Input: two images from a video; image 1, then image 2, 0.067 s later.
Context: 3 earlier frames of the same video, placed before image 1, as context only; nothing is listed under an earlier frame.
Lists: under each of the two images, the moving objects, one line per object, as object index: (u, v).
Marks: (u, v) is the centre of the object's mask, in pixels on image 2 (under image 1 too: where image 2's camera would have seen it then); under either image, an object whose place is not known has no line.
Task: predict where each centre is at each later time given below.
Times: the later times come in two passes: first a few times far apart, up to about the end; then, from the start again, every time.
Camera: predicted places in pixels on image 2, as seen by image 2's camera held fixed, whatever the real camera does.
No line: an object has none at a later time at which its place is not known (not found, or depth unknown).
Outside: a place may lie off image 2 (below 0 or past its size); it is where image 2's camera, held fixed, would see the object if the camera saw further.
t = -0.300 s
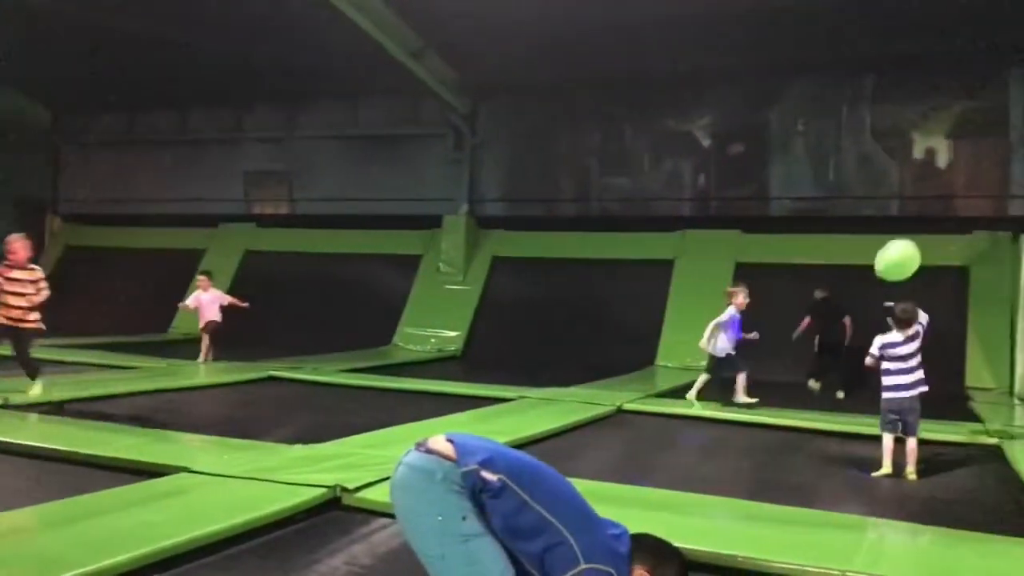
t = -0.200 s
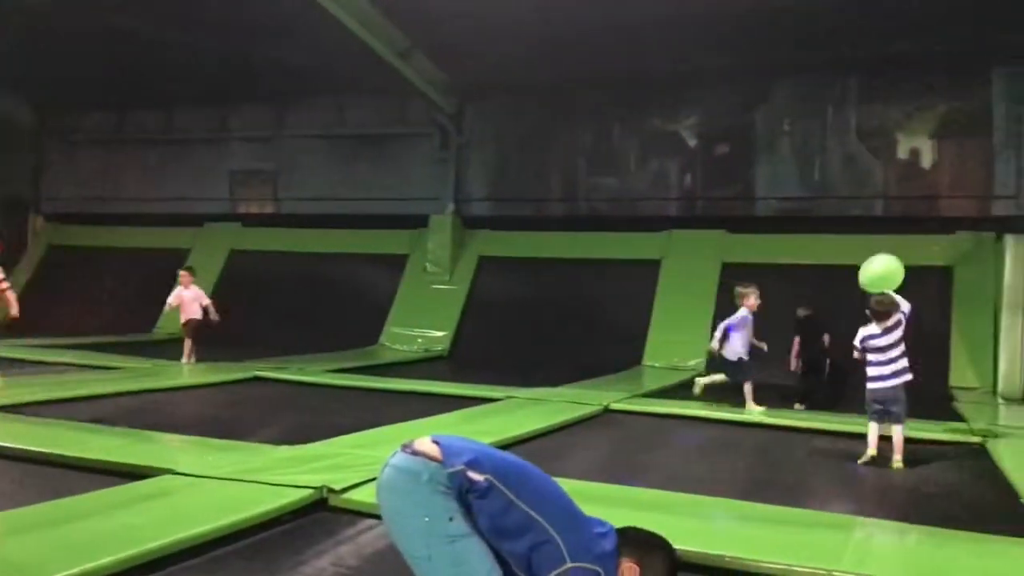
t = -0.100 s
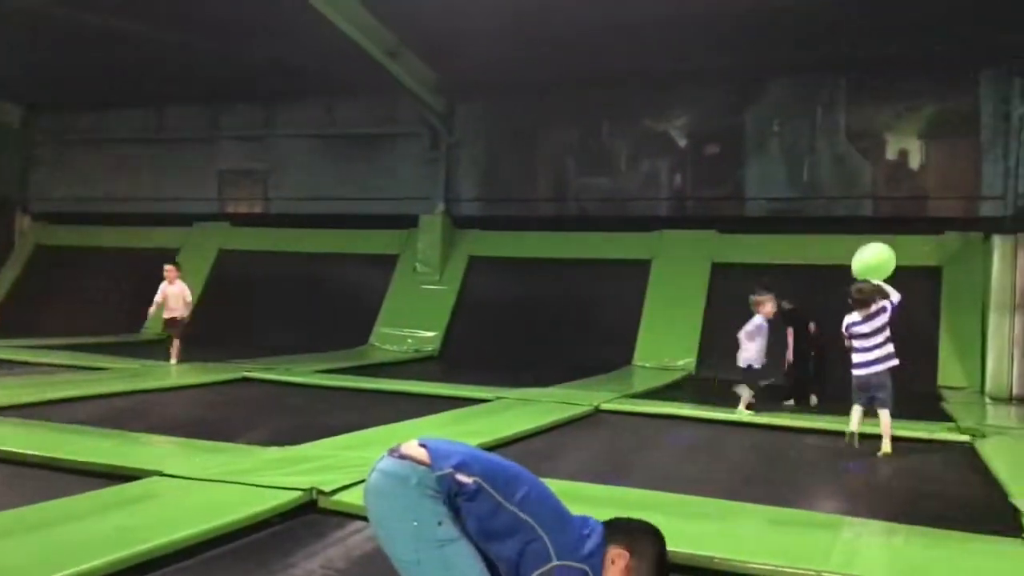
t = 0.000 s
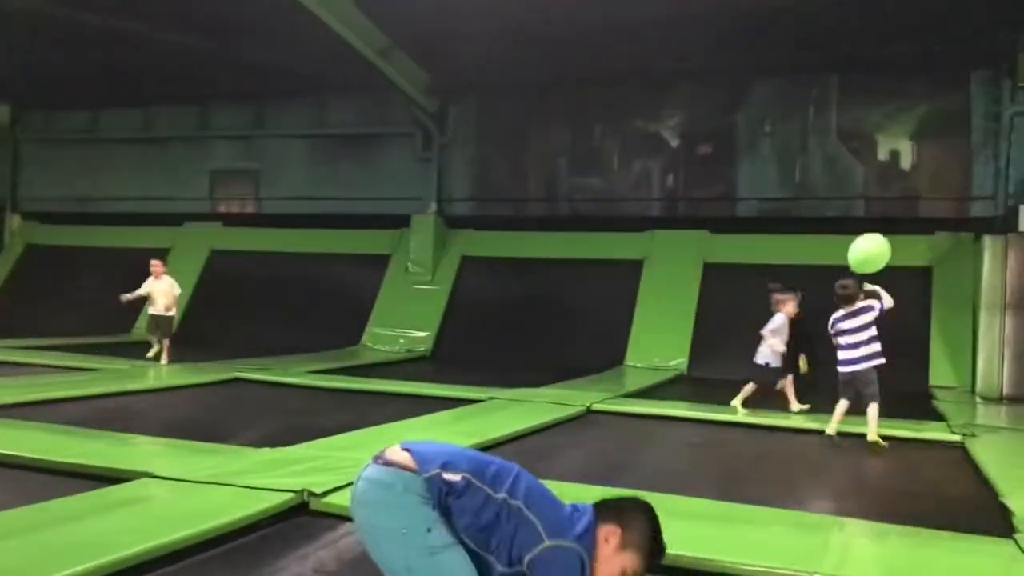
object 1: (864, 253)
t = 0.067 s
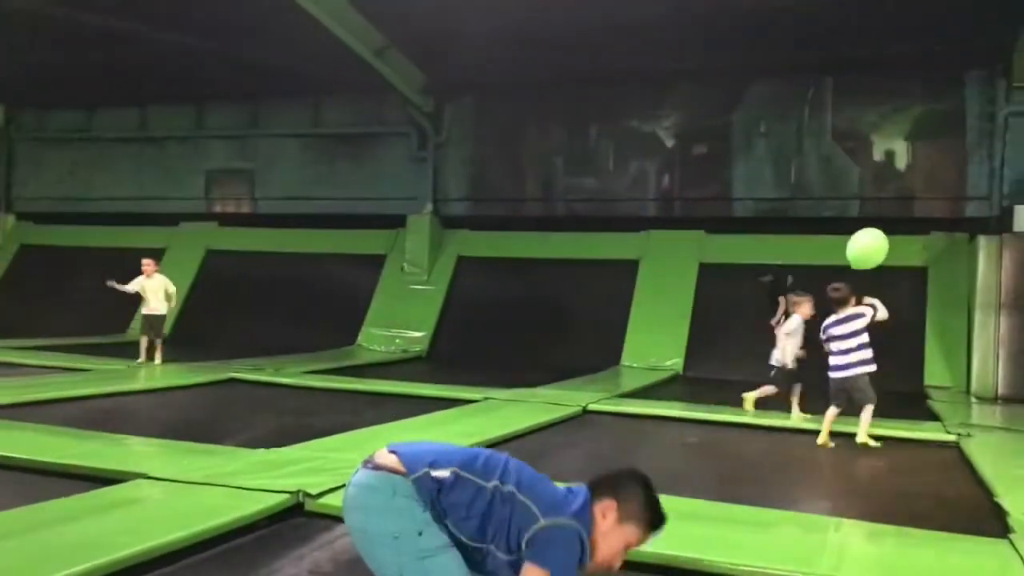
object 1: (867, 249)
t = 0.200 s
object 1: (871, 242)
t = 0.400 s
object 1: (876, 239)
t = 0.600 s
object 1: (880, 243)
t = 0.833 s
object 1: (885, 259)
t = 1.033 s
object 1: (890, 278)
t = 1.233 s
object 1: (893, 304)
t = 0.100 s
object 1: (868, 247)
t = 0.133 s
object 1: (869, 245)
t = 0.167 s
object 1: (870, 243)
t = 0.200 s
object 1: (871, 242)
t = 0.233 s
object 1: (872, 241)
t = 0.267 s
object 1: (872, 241)
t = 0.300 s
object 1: (873, 240)
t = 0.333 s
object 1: (874, 239)
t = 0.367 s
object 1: (875, 239)
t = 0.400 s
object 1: (876, 239)
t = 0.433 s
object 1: (876, 239)
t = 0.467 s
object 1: (877, 239)
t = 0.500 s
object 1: (878, 240)
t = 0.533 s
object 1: (879, 241)
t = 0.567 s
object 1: (879, 242)
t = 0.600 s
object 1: (880, 243)
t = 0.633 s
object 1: (880, 245)
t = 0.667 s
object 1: (881, 247)
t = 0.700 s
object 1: (882, 249)
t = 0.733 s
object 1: (883, 251)
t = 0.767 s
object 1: (884, 254)
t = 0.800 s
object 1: (884, 256)
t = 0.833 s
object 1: (885, 259)
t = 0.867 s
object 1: (886, 262)
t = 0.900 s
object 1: (887, 265)
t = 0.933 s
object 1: (887, 267)
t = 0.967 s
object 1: (888, 271)
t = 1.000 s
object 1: (889, 274)
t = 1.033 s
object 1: (890, 278)
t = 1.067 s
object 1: (891, 282)
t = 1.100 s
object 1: (892, 286)
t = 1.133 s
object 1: (892, 290)
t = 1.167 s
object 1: (892, 295)
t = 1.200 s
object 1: (893, 299)
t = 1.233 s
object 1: (893, 304)
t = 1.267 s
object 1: (893, 309)
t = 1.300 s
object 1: (893, 314)
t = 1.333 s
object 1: (893, 319)
